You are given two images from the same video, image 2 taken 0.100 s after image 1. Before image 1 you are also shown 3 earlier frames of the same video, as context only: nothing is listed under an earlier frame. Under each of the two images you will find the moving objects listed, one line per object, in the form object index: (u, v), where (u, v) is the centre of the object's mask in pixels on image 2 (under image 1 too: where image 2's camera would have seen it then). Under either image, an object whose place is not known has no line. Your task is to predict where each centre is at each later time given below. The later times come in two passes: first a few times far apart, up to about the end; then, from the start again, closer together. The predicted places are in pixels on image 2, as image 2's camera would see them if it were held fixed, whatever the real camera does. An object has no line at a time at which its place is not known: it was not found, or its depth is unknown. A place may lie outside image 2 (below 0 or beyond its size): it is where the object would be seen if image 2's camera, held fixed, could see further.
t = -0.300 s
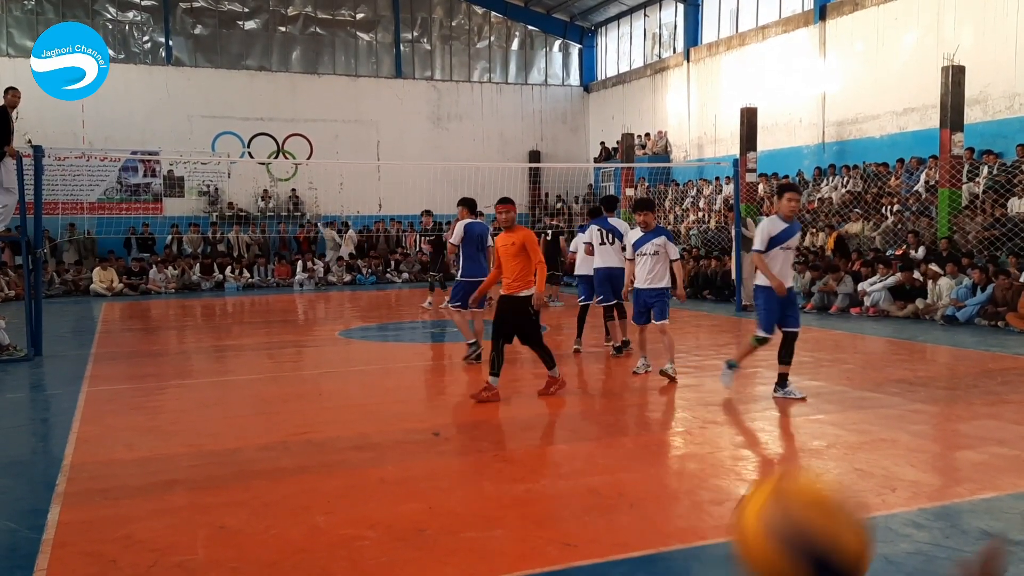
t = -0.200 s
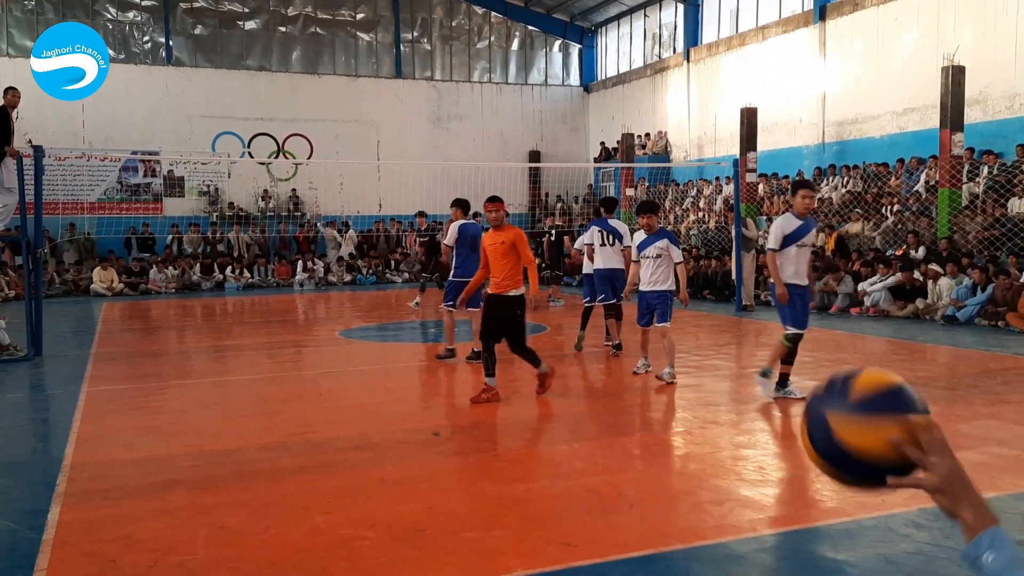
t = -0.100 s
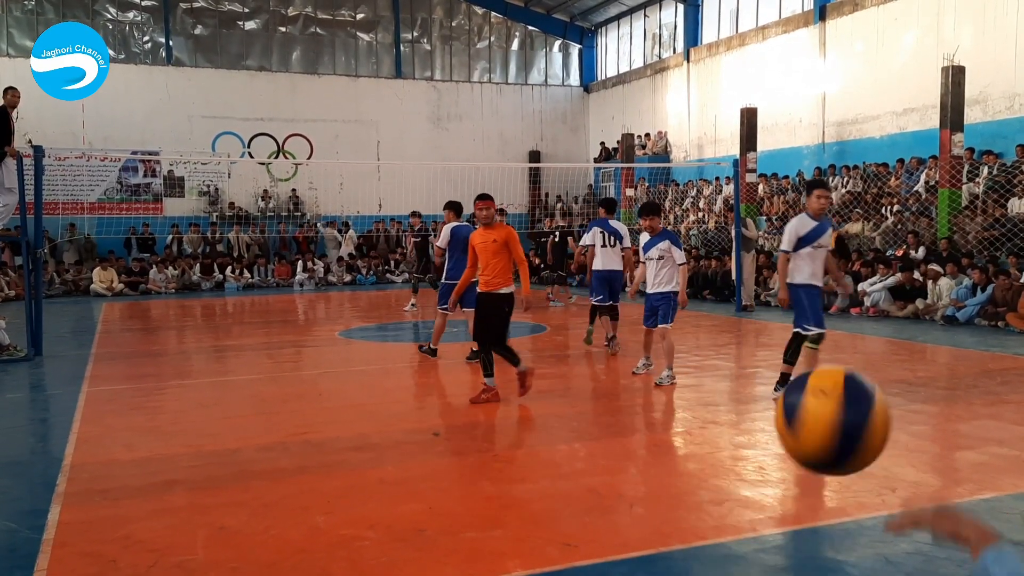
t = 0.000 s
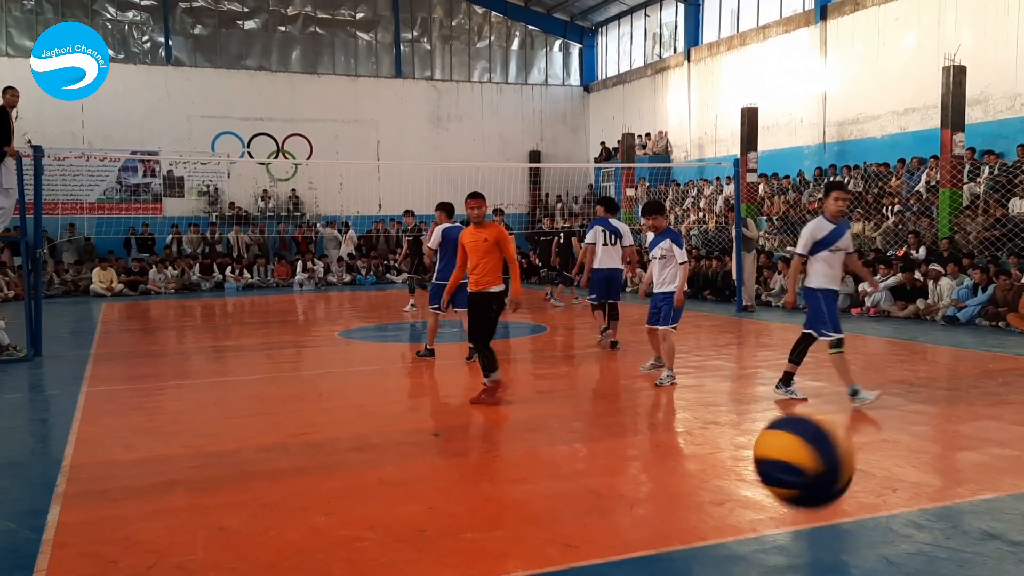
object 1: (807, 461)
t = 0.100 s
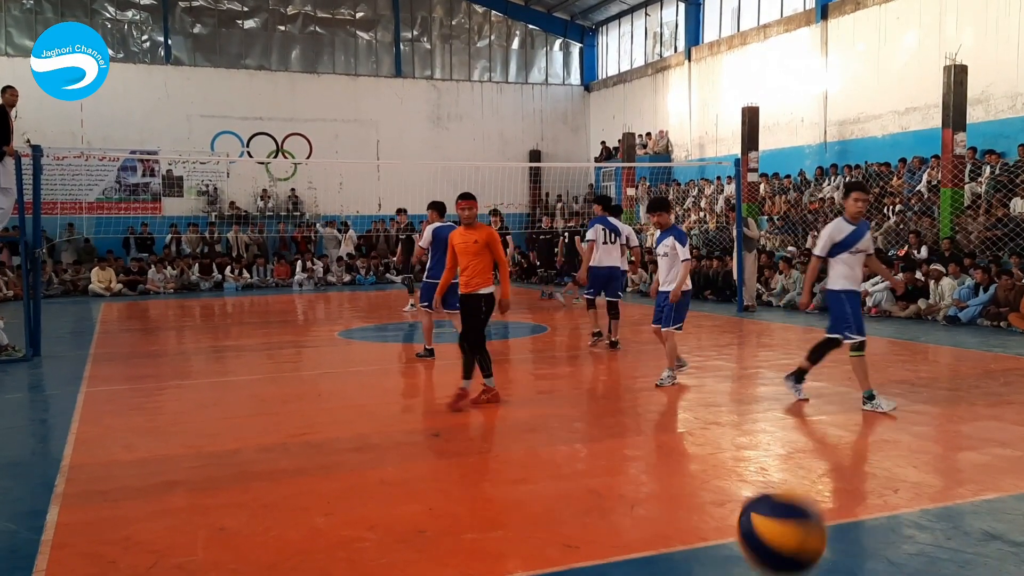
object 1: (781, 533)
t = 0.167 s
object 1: (767, 564)
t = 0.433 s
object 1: (774, 522)
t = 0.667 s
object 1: (802, 413)
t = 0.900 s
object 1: (824, 462)
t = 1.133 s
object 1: (841, 516)
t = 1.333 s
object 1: (852, 424)
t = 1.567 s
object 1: (862, 435)
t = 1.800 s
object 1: (872, 462)
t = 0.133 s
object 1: (774, 550)
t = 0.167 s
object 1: (767, 564)
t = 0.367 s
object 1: (764, 564)
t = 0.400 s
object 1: (770, 549)
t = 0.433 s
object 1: (774, 522)
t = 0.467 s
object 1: (779, 492)
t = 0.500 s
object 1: (783, 470)
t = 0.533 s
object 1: (787, 451)
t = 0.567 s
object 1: (791, 437)
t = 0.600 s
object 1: (795, 425)
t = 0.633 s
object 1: (799, 418)
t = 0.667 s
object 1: (802, 413)
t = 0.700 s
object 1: (805, 412)
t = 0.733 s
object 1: (809, 413)
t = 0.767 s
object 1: (812, 417)
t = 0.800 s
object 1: (815, 424)
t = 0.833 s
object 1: (818, 434)
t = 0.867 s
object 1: (821, 446)
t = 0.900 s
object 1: (824, 462)
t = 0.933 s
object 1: (826, 479)
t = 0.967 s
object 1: (830, 501)
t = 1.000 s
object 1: (833, 526)
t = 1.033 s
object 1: (834, 551)
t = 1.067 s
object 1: (835, 561)
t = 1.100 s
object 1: (839, 540)
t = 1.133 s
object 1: (841, 516)
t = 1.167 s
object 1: (843, 493)
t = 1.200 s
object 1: (845, 473)
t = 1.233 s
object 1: (847, 457)
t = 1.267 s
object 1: (849, 443)
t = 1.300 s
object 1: (850, 432)
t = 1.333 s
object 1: (852, 424)
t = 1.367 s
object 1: (854, 418)
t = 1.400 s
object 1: (855, 415)
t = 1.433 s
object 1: (857, 415)
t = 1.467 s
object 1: (858, 416)
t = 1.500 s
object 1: (860, 420)
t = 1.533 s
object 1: (861, 426)
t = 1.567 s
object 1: (862, 435)
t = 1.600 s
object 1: (864, 445)
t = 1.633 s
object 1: (864, 457)
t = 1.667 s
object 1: (867, 471)
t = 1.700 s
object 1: (866, 487)
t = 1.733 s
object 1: (869, 499)
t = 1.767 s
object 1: (870, 479)
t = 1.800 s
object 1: (872, 462)
